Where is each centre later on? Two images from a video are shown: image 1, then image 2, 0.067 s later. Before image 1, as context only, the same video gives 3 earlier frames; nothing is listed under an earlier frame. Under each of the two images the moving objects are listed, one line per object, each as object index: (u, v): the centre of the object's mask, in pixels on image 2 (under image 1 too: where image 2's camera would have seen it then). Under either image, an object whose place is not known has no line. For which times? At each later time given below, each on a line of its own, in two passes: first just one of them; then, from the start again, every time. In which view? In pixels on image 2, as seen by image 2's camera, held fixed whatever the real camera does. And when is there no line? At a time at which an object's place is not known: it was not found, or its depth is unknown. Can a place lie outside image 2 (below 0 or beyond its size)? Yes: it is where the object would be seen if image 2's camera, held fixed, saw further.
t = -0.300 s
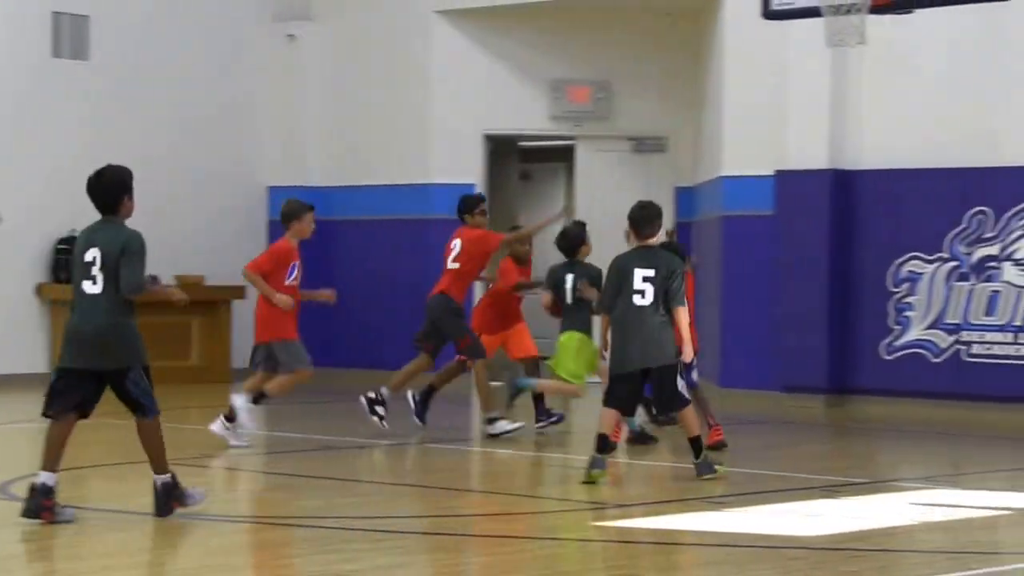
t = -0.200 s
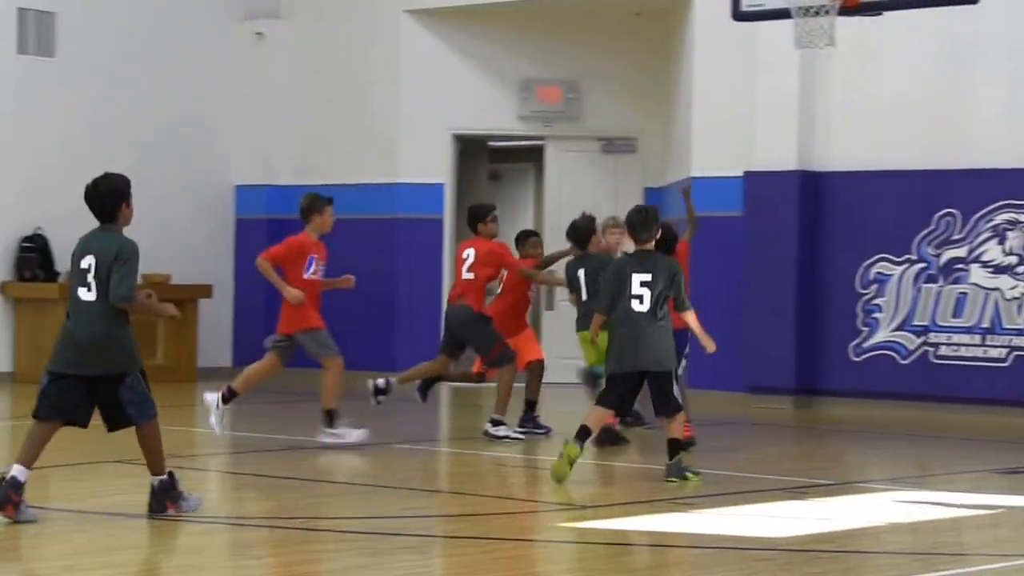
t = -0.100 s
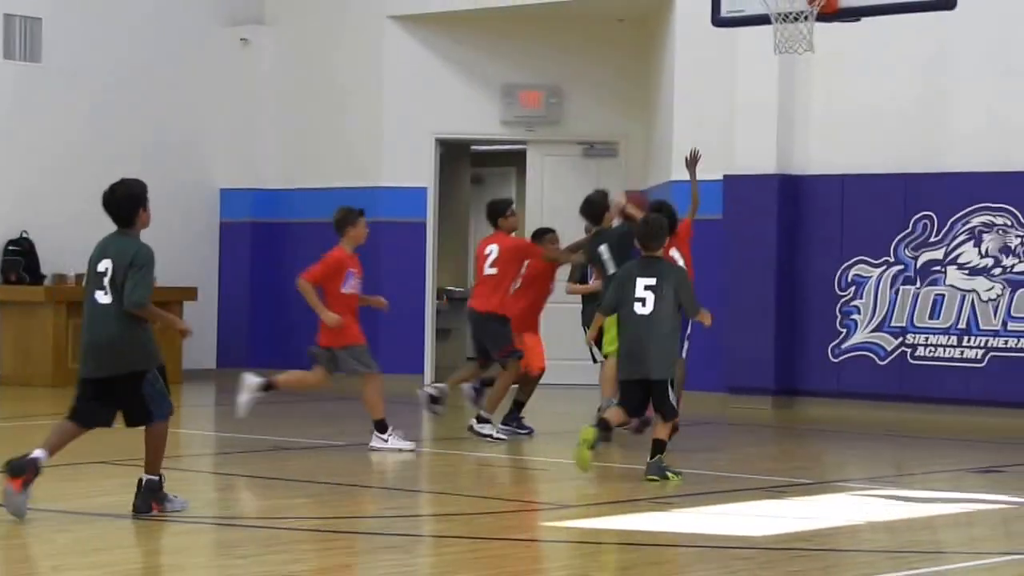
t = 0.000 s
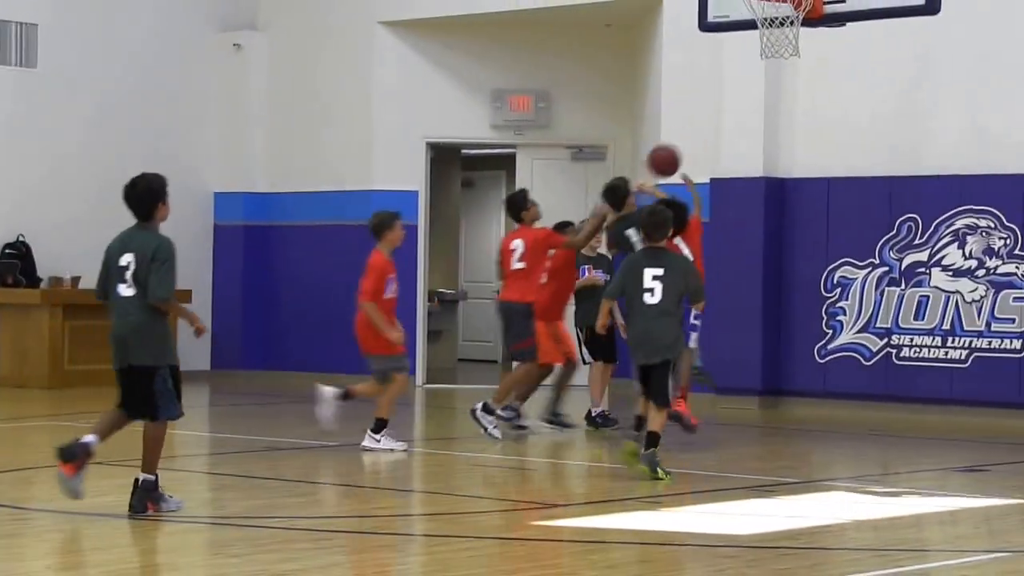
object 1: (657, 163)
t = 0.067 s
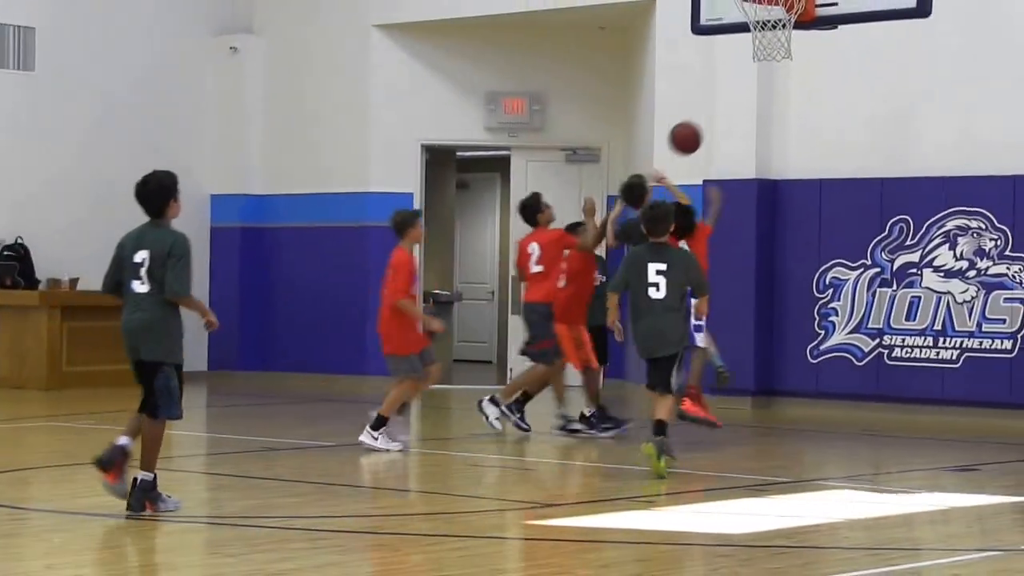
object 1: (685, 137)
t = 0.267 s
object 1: (766, 101)
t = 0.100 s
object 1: (699, 128)
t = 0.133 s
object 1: (712, 119)
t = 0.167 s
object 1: (726, 113)
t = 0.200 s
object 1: (740, 107)
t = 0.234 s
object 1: (753, 104)
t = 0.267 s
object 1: (766, 101)
